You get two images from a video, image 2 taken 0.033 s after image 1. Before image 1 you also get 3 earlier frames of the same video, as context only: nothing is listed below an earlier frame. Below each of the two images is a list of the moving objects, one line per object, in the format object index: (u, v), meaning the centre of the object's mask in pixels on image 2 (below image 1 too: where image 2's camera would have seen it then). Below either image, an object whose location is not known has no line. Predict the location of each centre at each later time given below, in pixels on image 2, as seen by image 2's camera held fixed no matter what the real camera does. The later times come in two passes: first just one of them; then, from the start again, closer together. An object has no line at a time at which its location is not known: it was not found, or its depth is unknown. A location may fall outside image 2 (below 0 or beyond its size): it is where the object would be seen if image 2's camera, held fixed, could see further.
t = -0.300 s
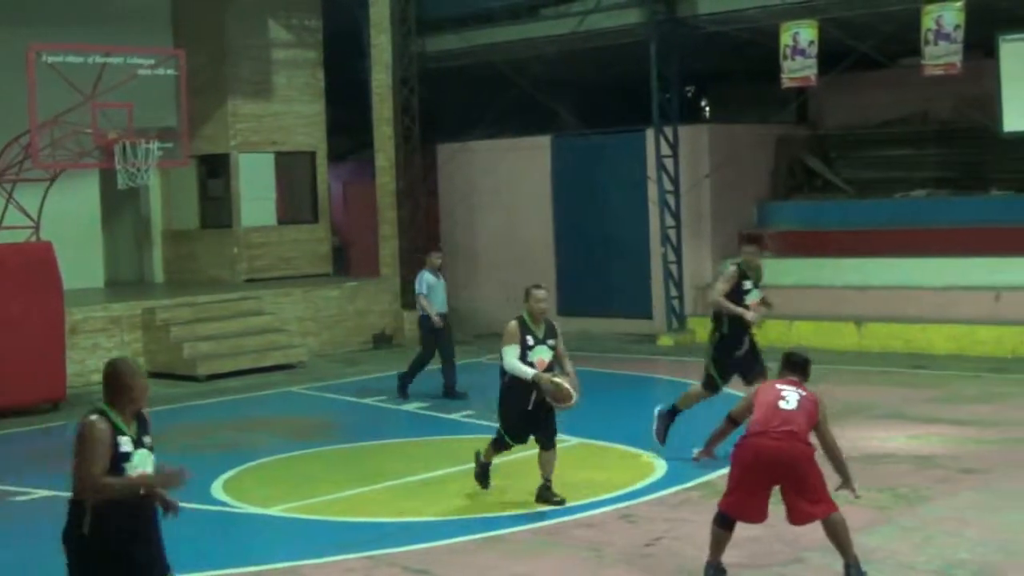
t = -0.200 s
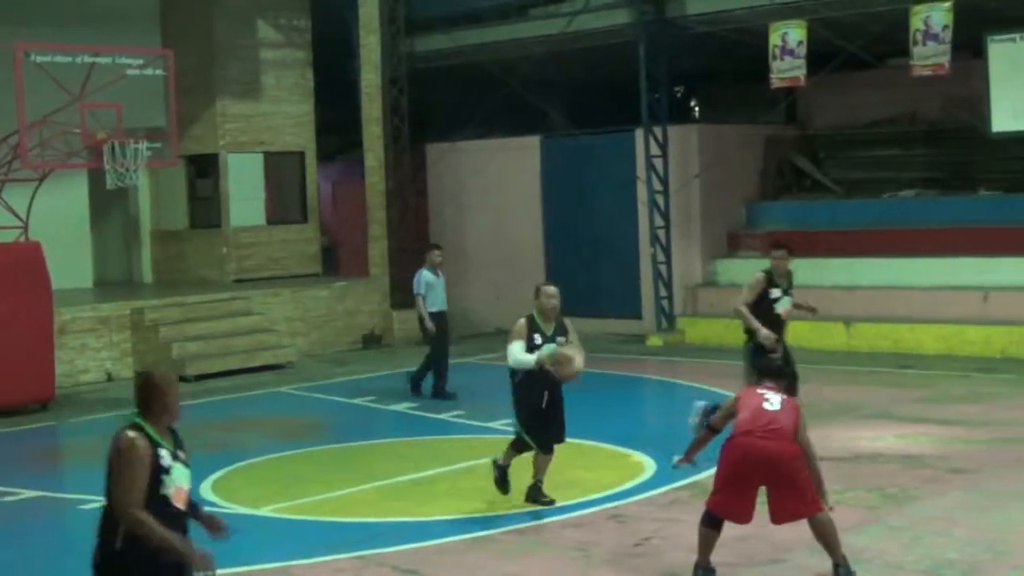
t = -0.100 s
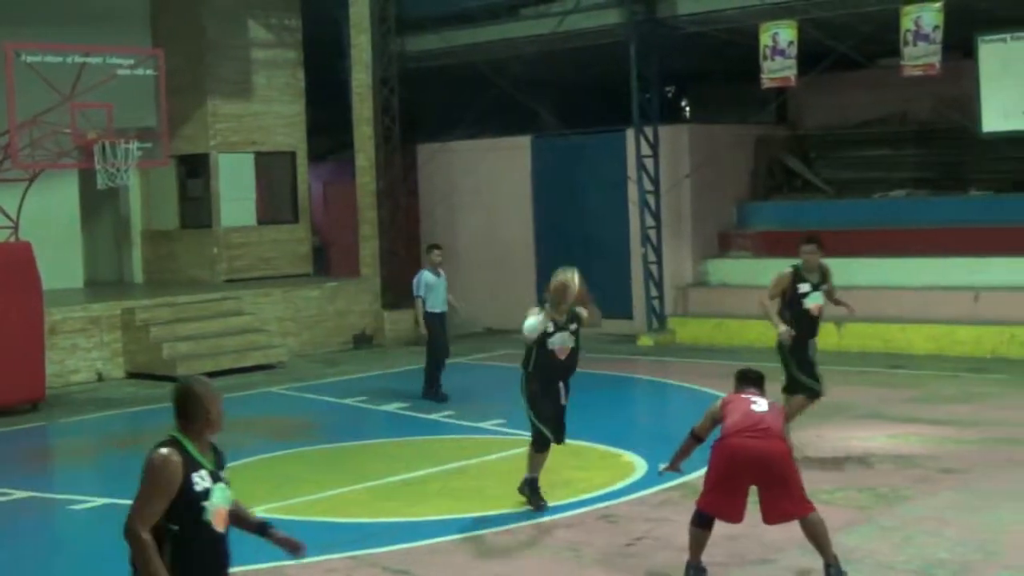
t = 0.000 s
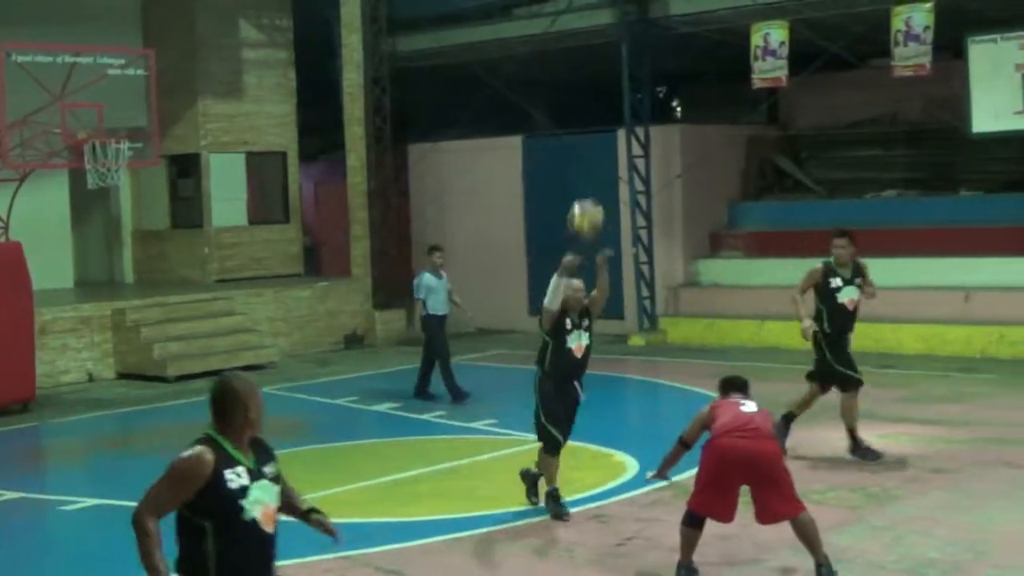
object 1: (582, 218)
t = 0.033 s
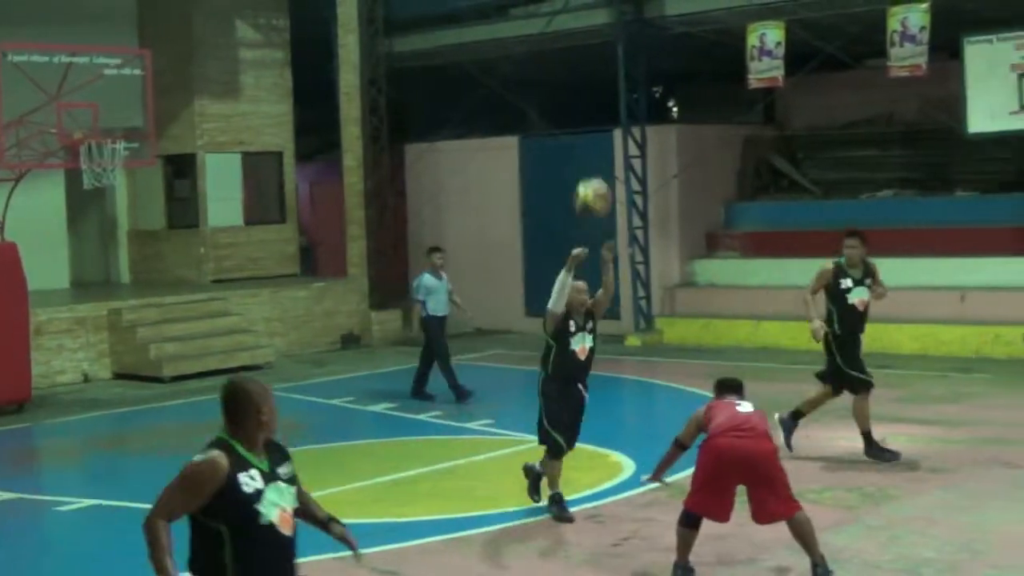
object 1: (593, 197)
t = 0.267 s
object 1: (682, 80)
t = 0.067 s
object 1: (603, 178)
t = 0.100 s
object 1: (615, 158)
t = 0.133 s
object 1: (628, 140)
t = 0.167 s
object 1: (641, 123)
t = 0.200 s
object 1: (652, 106)
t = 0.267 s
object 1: (682, 80)
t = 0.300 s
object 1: (698, 66)
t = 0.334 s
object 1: (714, 55)
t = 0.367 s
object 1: (728, 46)
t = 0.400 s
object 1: (749, 37)
